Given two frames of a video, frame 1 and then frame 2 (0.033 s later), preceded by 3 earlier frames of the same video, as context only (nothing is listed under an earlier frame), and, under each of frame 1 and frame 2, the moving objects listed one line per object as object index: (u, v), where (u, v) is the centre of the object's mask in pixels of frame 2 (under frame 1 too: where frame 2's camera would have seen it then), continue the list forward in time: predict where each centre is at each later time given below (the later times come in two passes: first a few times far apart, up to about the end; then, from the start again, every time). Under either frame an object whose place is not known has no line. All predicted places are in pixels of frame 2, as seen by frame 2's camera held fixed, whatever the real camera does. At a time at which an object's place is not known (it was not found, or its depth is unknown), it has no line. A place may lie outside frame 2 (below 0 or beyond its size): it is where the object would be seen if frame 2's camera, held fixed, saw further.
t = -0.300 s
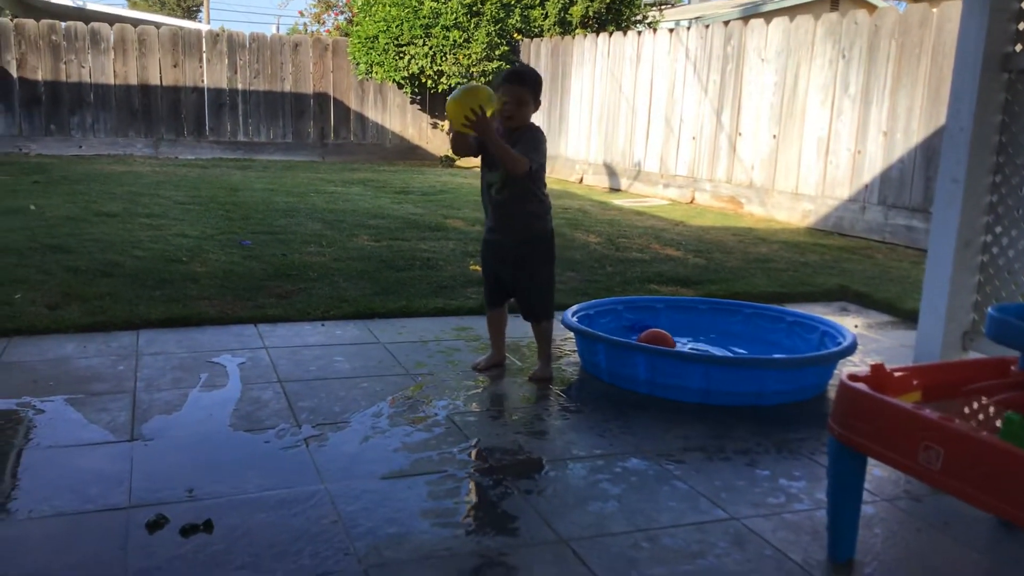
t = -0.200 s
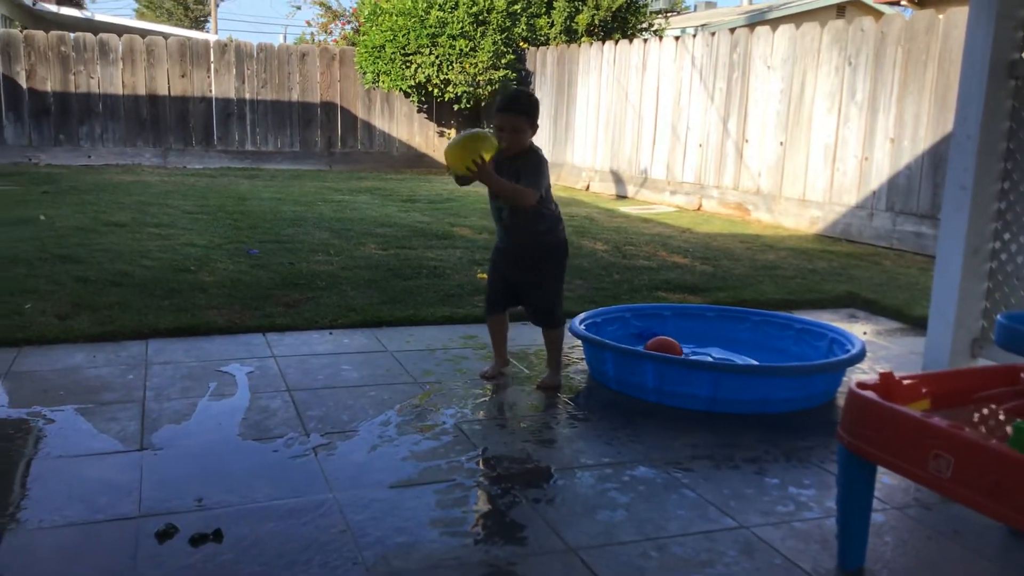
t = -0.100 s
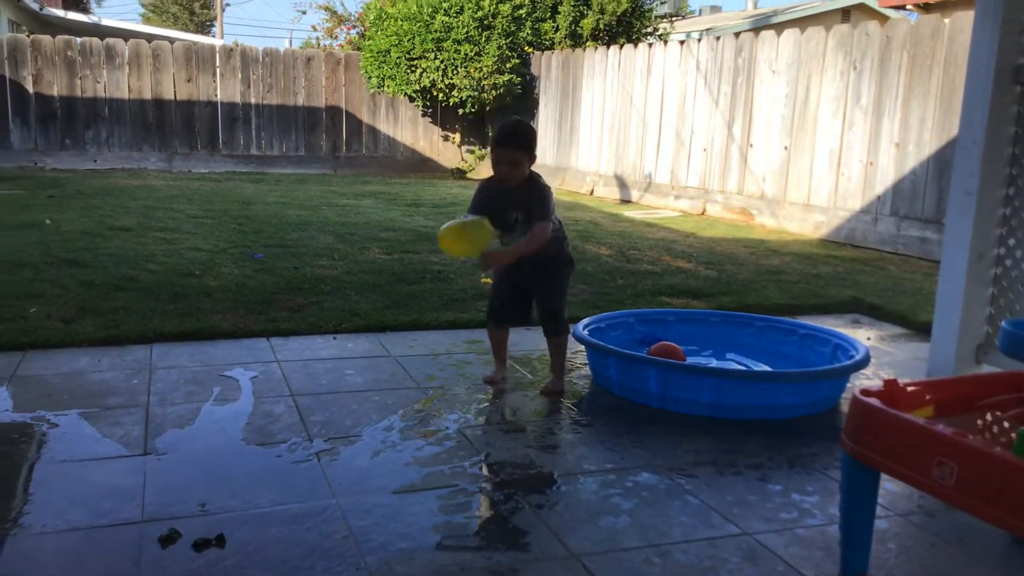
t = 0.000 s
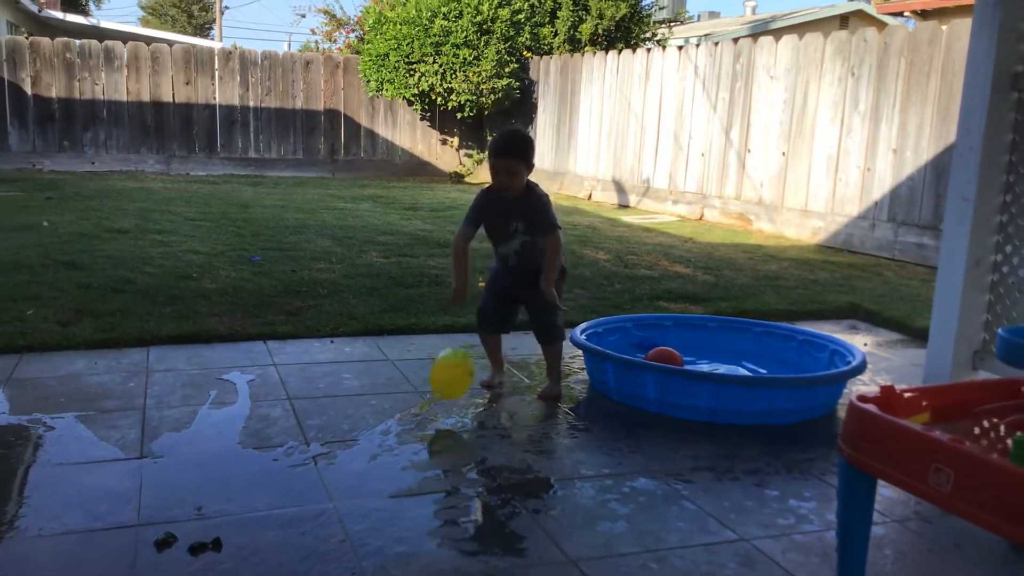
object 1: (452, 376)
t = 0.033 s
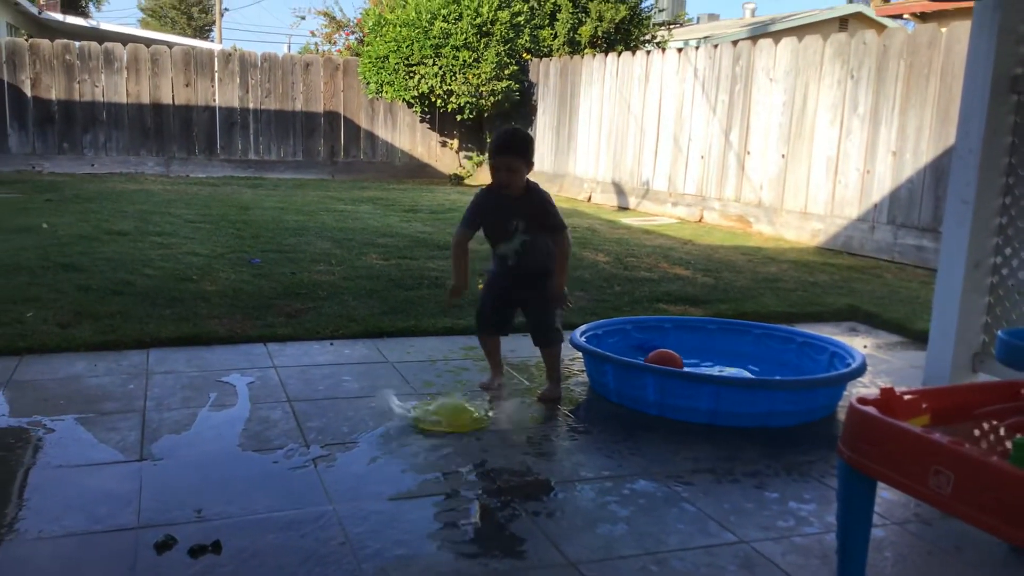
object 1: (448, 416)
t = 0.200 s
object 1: (444, 388)
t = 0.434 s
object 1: (431, 418)
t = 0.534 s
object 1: (427, 410)
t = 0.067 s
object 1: (450, 415)
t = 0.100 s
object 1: (448, 411)
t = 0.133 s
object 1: (446, 403)
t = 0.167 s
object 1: (444, 395)
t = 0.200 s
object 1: (444, 388)
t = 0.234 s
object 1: (441, 386)
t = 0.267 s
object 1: (441, 387)
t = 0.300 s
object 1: (439, 391)
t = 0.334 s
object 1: (437, 399)
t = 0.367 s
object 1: (436, 409)
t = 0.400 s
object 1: (434, 417)
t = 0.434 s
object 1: (431, 418)
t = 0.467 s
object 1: (431, 419)
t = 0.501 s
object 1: (429, 415)
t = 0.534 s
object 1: (427, 410)
